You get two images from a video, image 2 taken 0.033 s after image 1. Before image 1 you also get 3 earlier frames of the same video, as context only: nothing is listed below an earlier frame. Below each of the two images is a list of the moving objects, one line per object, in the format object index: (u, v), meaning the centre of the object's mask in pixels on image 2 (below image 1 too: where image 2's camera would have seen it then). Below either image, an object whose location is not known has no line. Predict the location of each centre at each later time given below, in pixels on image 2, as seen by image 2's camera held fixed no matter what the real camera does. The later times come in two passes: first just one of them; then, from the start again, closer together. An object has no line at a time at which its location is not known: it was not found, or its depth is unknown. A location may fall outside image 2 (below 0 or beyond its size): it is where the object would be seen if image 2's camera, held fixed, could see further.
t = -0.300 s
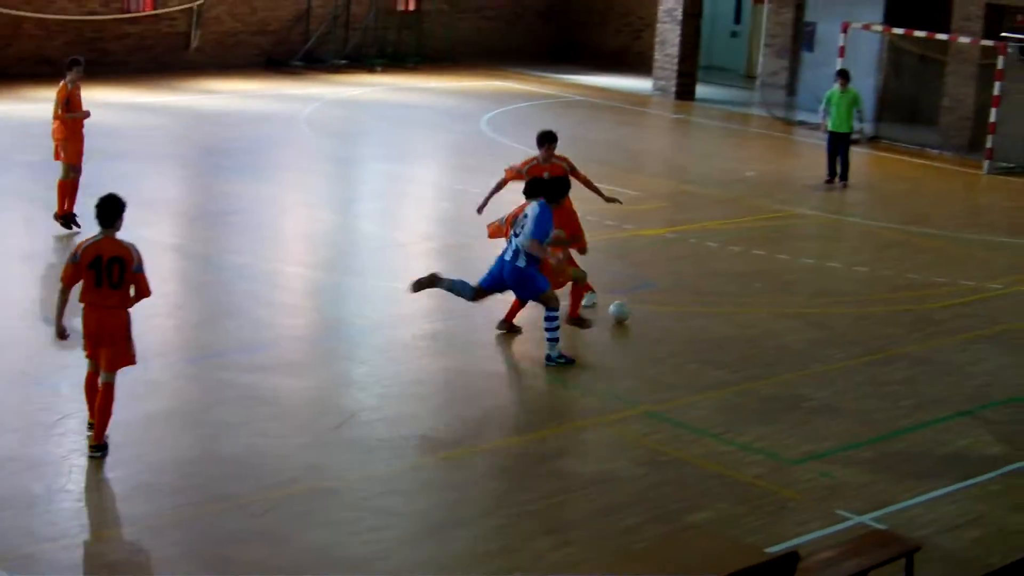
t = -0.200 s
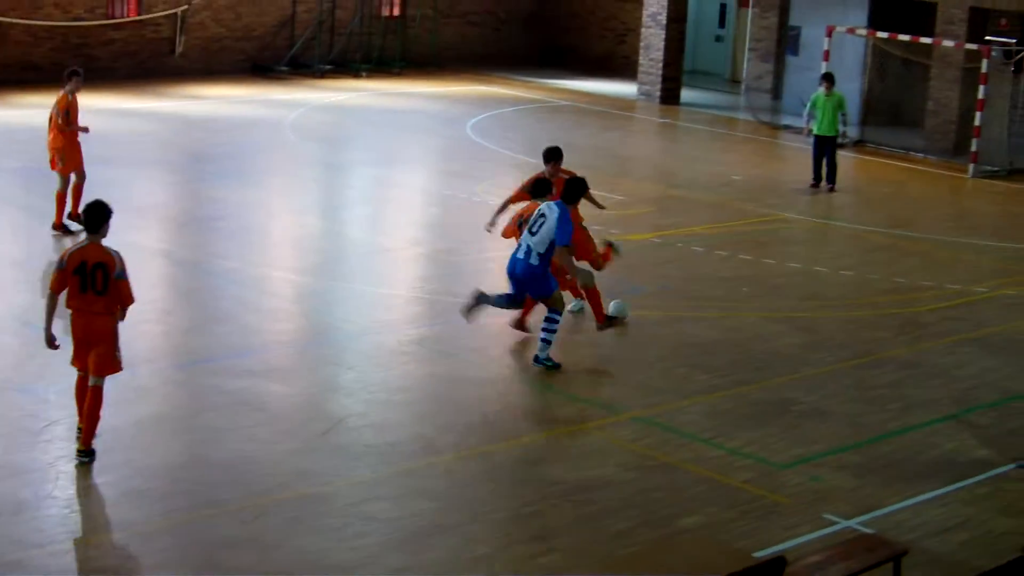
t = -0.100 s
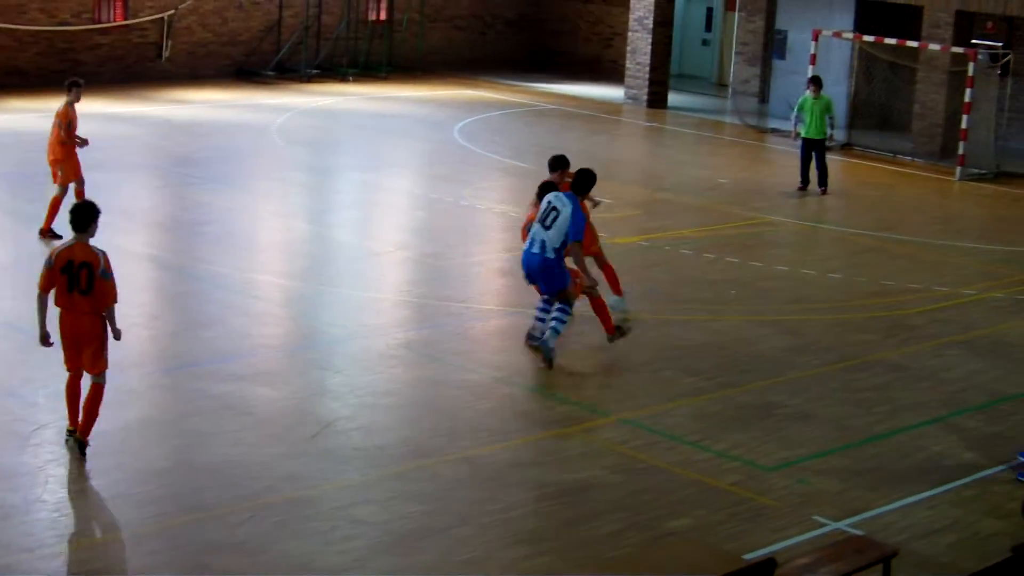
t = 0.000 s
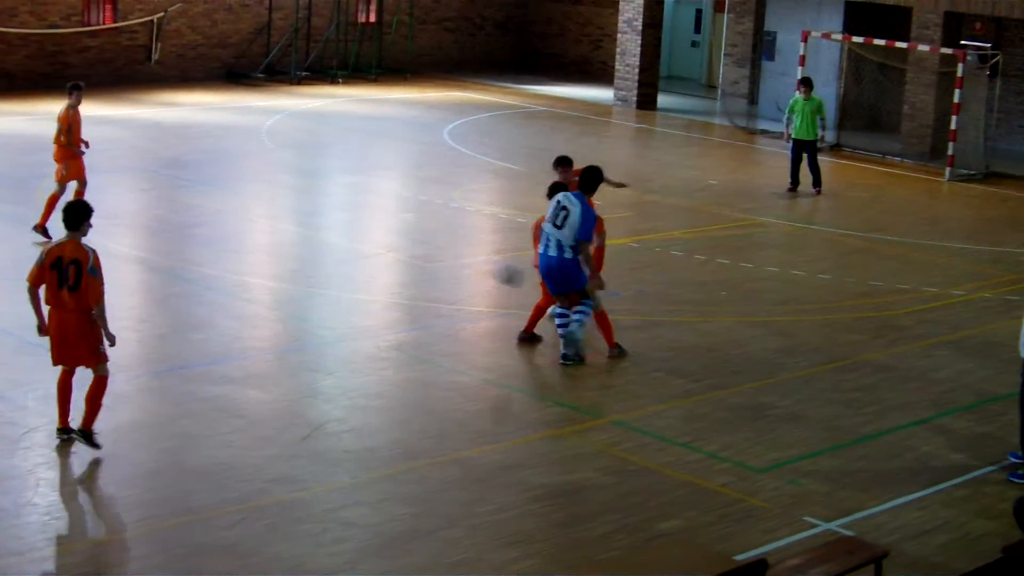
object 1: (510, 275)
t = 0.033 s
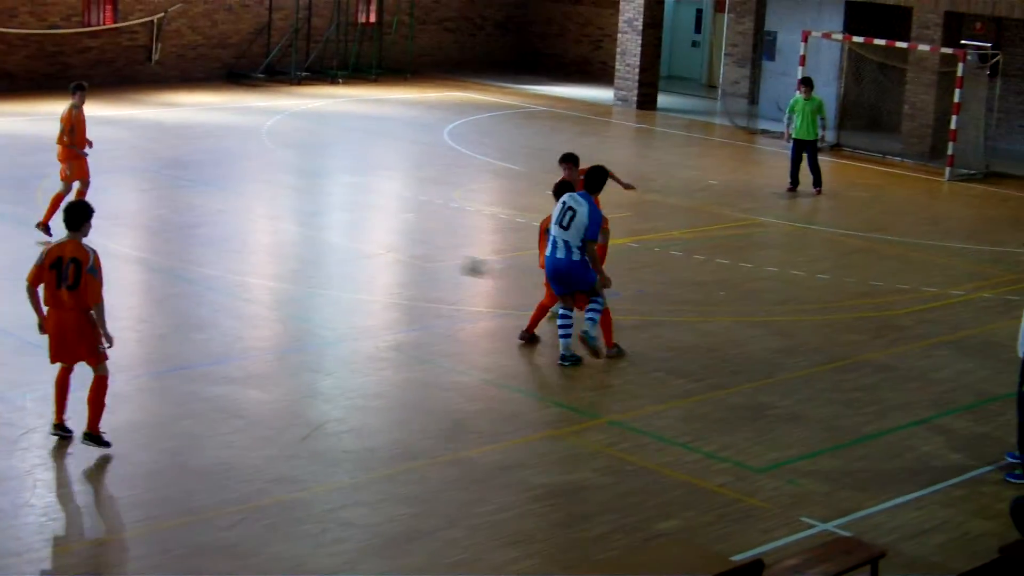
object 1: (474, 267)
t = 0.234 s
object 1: (256, 235)
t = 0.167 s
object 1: (330, 242)
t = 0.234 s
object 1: (256, 235)
